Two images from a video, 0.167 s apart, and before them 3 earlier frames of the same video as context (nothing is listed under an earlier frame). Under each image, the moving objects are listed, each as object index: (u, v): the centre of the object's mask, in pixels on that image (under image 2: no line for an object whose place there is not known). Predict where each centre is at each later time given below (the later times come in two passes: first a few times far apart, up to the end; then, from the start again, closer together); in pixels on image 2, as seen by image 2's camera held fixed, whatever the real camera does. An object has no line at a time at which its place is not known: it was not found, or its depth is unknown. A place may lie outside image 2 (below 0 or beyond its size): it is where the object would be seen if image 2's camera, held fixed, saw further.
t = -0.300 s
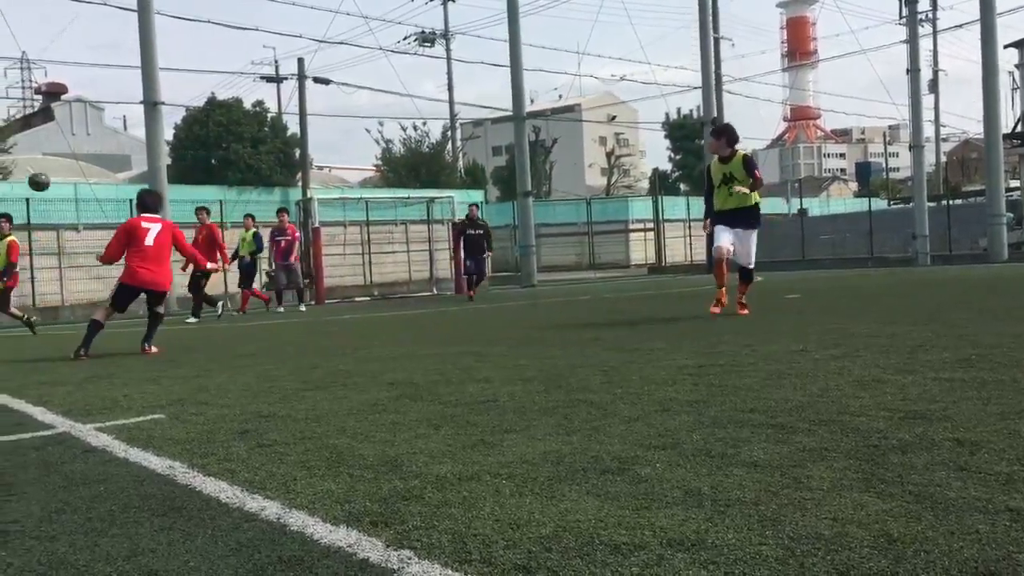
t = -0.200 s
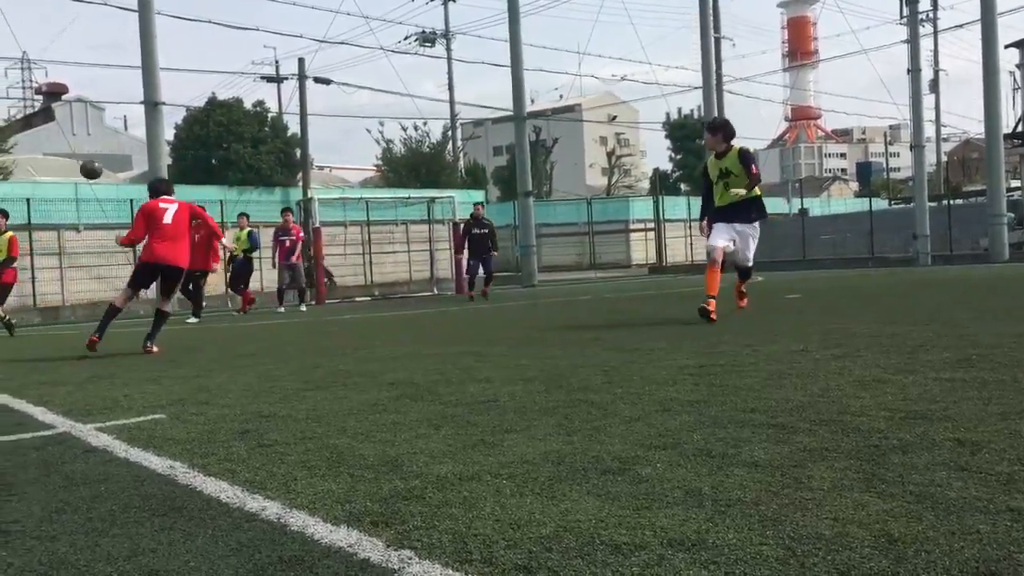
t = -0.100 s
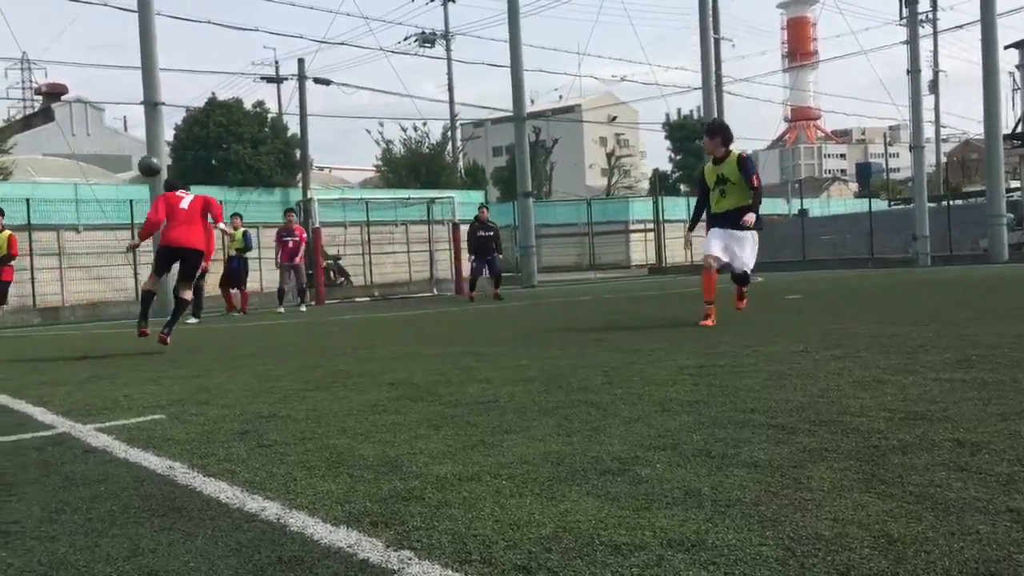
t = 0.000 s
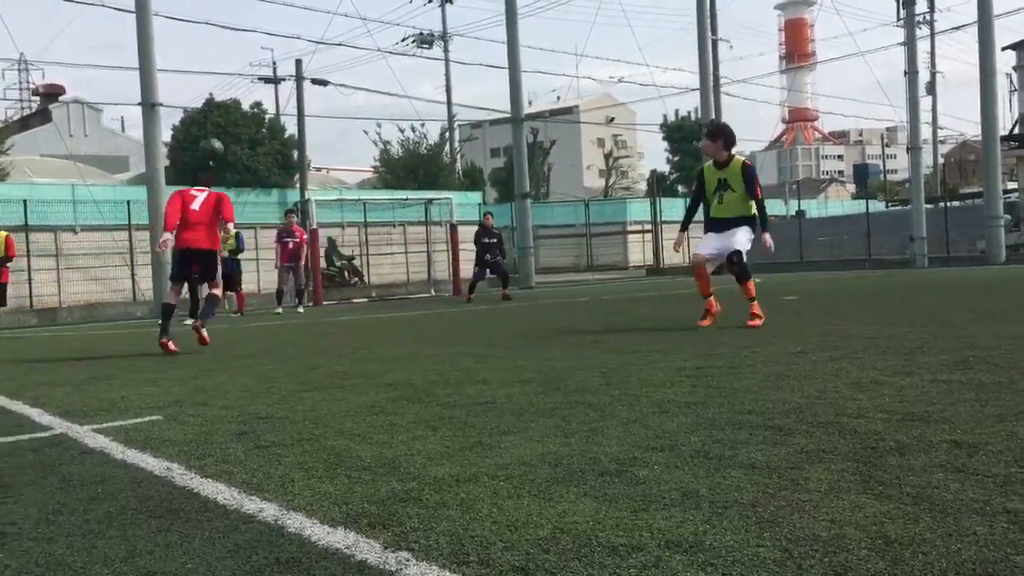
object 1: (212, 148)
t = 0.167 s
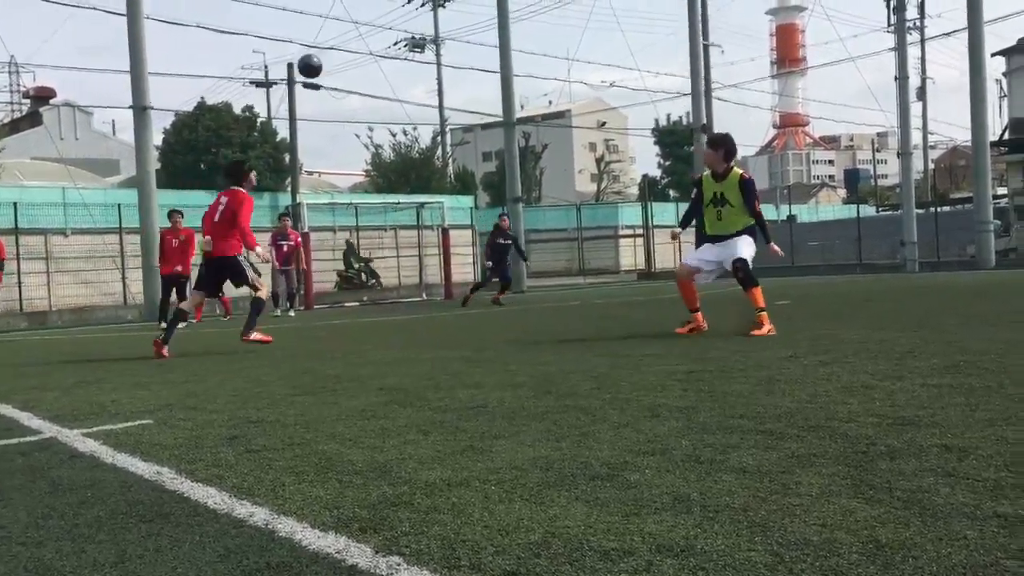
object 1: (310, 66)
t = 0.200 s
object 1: (332, 52)
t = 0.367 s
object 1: (447, 1)
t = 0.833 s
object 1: (825, 31)
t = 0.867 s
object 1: (856, 45)
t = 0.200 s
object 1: (332, 52)
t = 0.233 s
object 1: (355, 39)
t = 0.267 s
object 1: (377, 27)
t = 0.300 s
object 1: (401, 17)
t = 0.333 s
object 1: (423, 7)
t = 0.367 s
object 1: (447, 1)
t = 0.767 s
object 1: (766, 9)
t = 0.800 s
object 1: (795, 20)
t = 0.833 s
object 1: (825, 31)
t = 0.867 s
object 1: (856, 45)
